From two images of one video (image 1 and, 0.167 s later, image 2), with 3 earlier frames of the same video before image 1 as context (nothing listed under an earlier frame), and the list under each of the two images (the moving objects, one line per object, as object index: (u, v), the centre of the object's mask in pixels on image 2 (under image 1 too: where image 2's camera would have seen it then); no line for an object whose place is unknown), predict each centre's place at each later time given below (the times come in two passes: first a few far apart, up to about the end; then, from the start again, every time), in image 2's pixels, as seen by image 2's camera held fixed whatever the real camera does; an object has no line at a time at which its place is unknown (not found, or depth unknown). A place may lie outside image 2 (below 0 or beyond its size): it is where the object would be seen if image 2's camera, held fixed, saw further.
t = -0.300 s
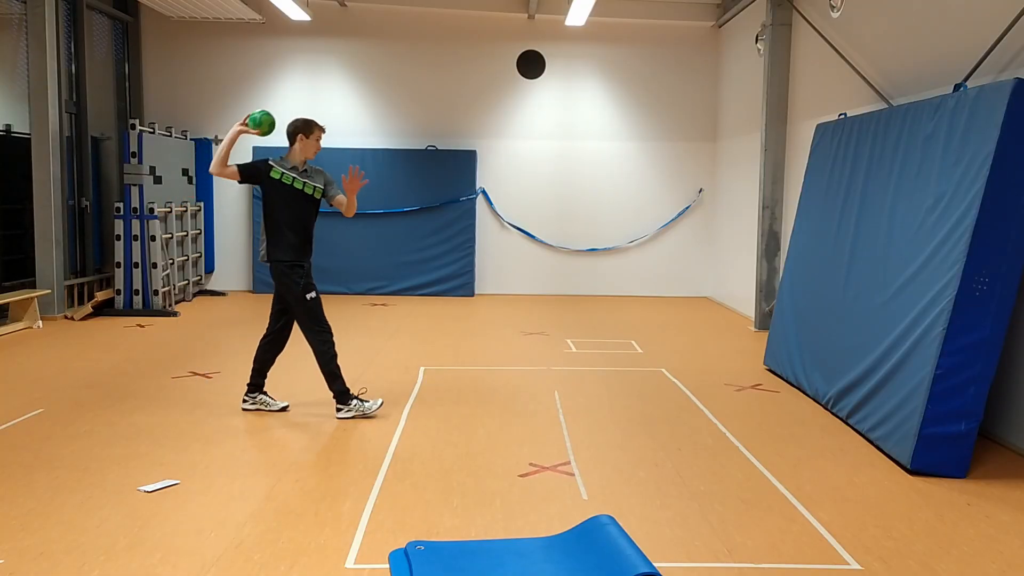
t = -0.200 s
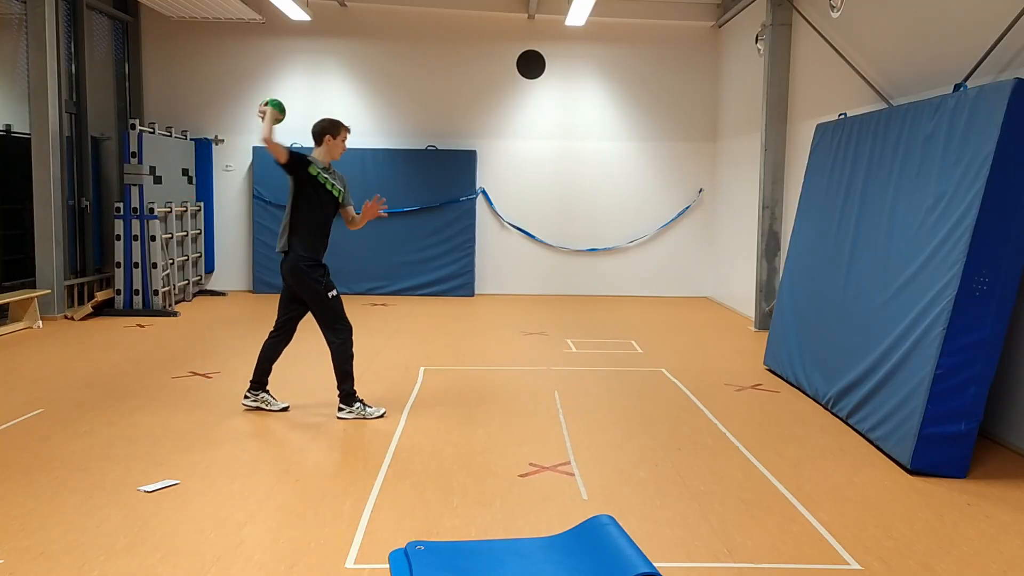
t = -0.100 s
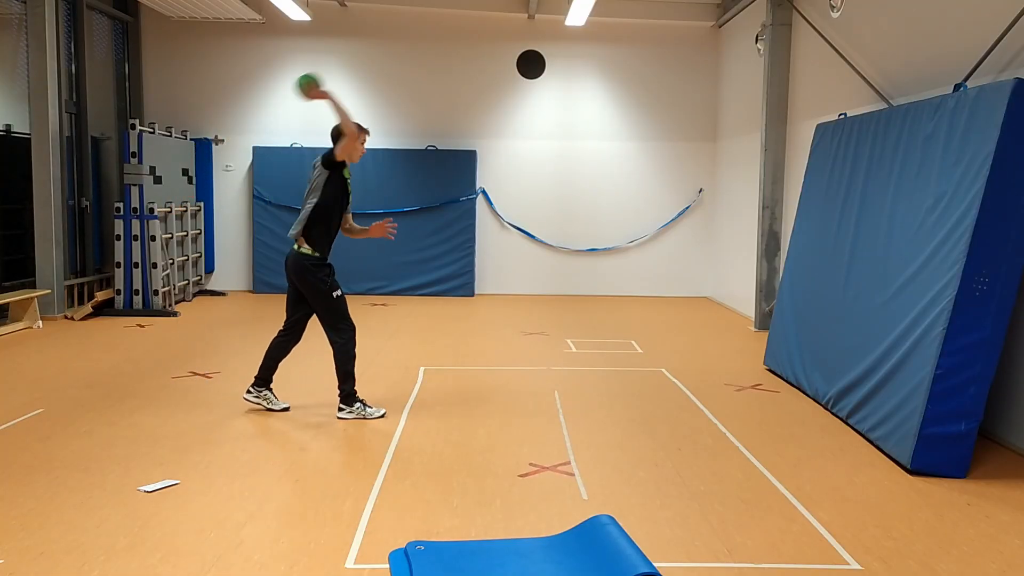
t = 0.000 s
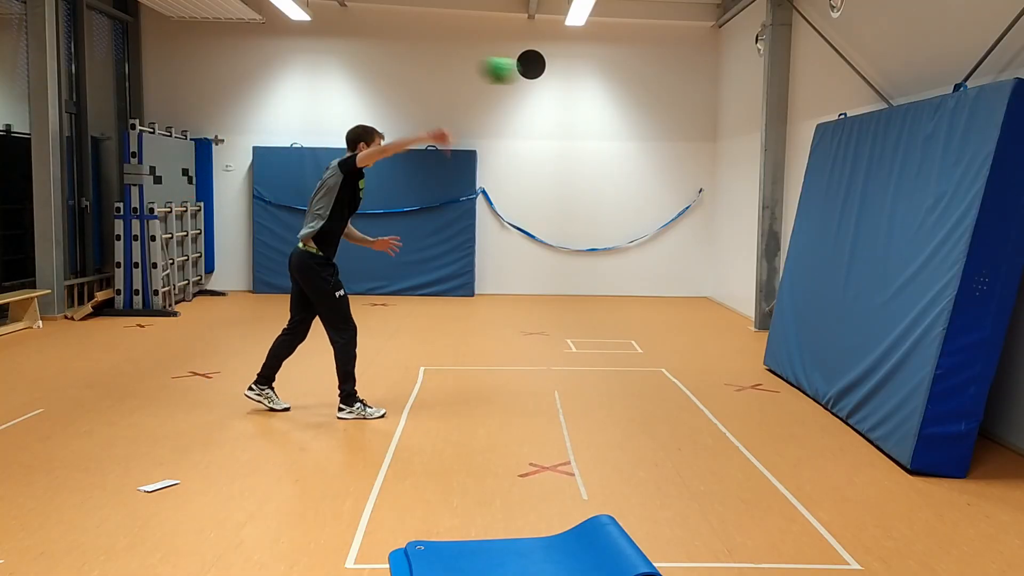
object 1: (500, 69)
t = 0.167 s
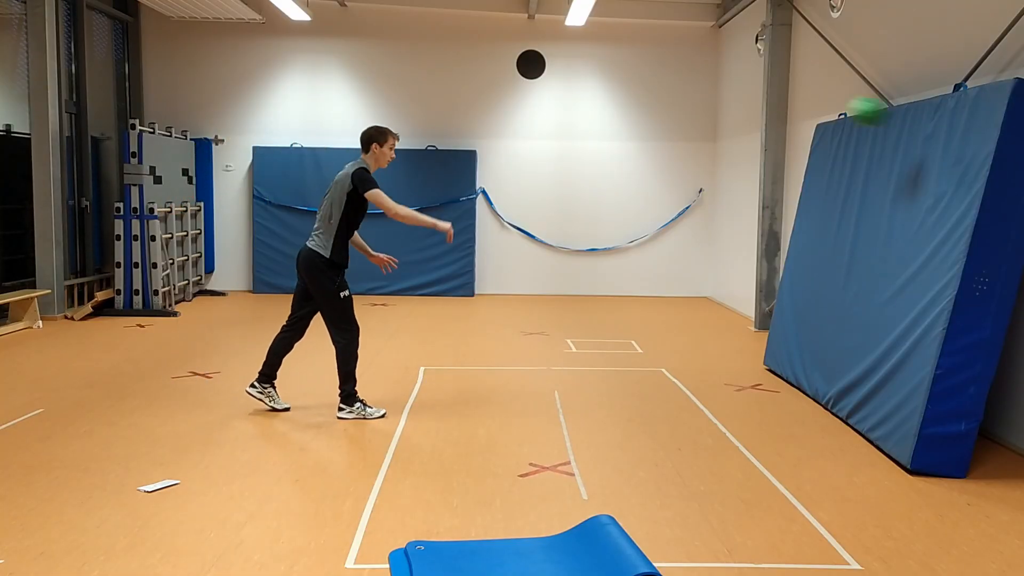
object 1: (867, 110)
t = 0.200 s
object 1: (930, 122)
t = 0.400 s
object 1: (841, 122)
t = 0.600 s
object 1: (749, 190)
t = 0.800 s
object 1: (655, 328)
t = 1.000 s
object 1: (583, 378)
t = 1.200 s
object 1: (534, 300)
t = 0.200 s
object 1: (930, 122)
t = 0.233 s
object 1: (917, 117)
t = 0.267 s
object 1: (902, 114)
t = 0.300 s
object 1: (887, 113)
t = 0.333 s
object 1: (872, 114)
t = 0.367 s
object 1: (857, 117)
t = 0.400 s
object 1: (841, 122)
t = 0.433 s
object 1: (827, 128)
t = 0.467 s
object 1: (811, 137)
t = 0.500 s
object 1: (795, 147)
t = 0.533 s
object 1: (780, 159)
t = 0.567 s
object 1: (765, 174)
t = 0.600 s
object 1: (749, 190)
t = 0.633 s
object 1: (733, 208)
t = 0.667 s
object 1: (717, 228)
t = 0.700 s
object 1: (702, 250)
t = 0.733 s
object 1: (686, 274)
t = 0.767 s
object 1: (670, 300)
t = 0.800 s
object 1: (655, 328)
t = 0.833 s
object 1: (639, 357)
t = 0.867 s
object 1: (624, 388)
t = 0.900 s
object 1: (608, 421)
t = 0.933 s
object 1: (598, 418)
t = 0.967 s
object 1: (591, 397)
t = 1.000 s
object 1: (583, 378)
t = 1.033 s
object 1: (575, 361)
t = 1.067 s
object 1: (567, 345)
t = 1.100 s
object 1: (559, 331)
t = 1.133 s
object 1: (550, 319)
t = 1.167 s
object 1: (542, 309)
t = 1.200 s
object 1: (534, 300)
